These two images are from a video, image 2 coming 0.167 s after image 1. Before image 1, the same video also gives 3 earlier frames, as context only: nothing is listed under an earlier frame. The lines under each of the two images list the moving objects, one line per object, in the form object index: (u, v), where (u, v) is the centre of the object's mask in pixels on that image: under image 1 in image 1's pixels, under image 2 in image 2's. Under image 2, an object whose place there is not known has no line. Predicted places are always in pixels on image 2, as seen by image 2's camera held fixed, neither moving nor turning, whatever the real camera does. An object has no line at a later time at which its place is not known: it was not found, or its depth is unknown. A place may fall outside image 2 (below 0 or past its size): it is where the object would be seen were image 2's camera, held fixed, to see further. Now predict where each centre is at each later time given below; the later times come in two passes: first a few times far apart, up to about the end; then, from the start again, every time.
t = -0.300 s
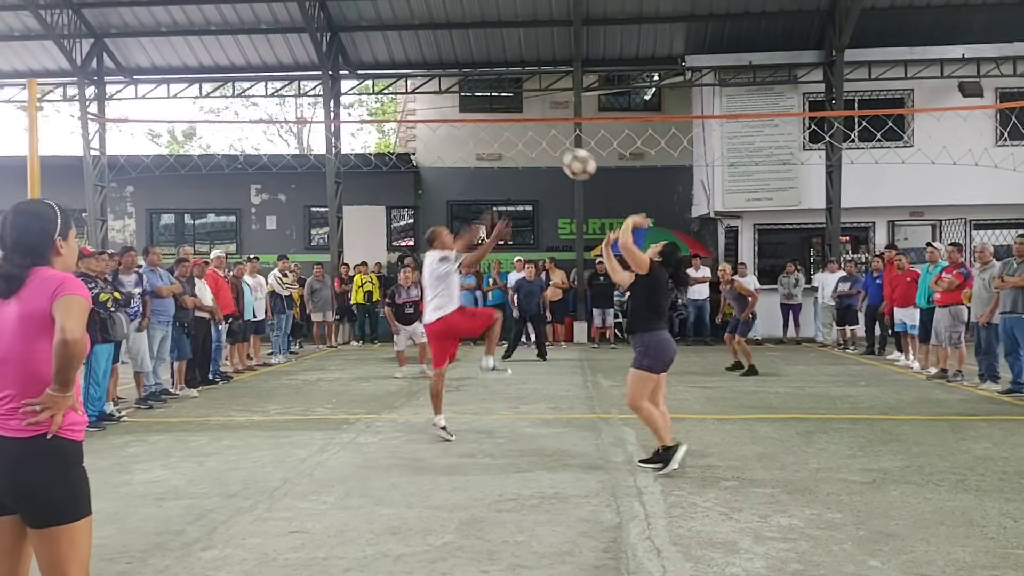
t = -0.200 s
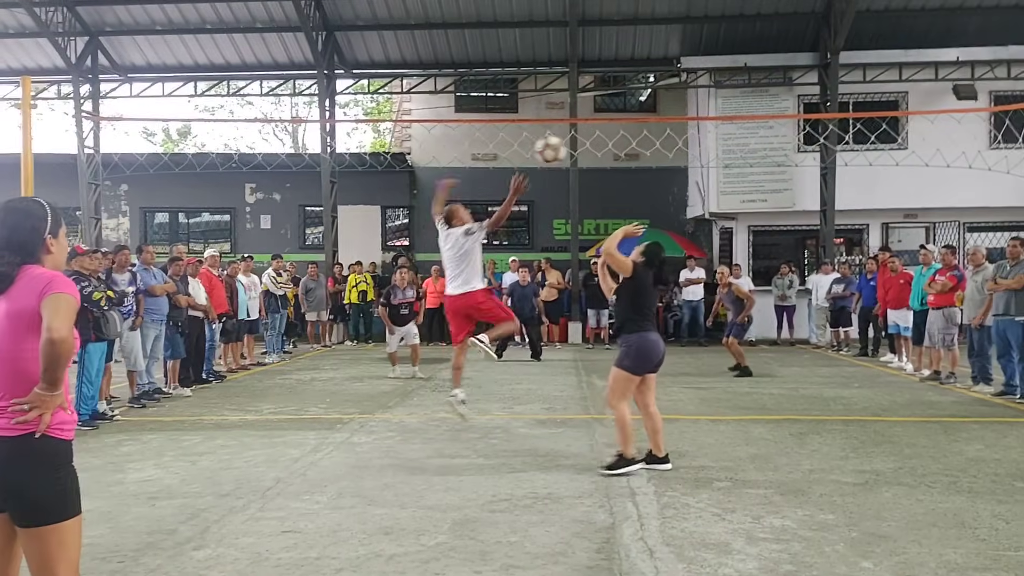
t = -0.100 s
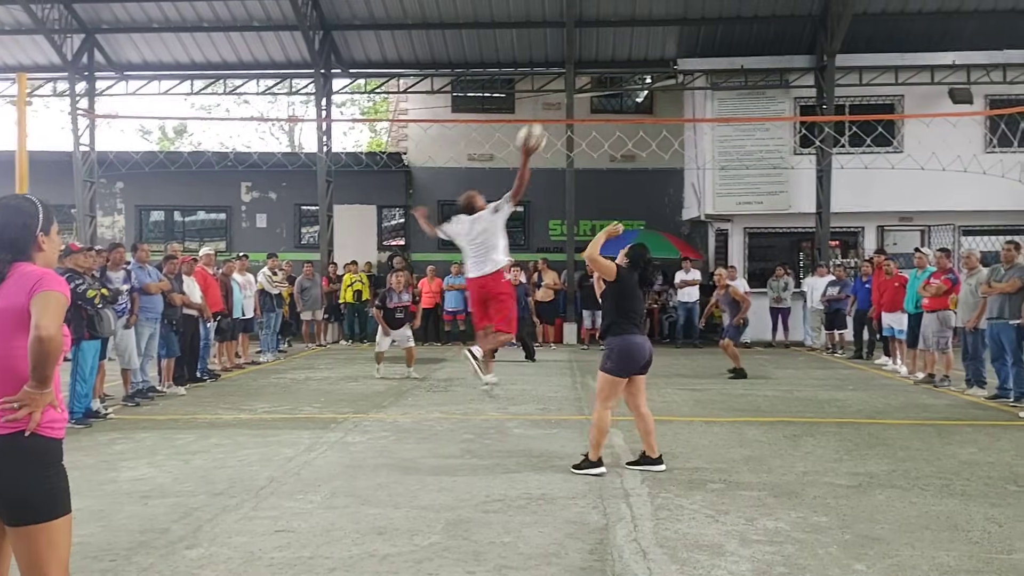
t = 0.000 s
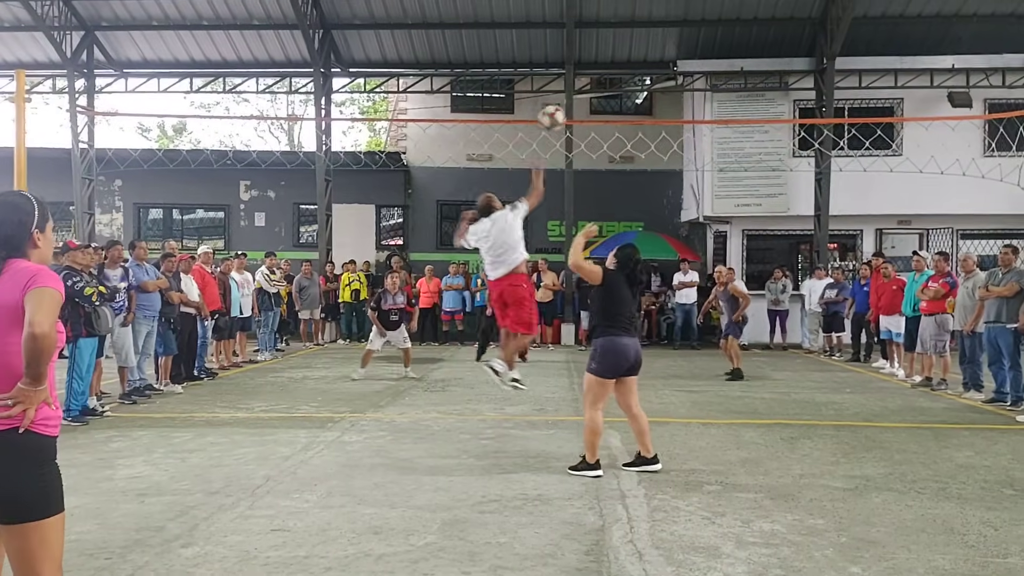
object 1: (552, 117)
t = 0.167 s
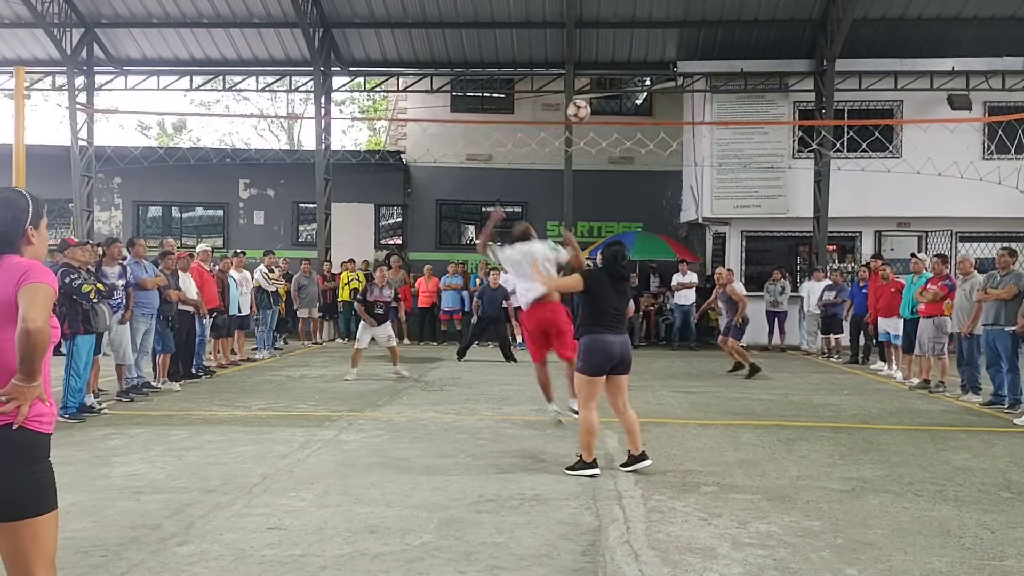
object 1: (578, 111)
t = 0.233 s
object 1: (586, 112)
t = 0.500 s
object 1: (610, 157)
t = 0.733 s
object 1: (625, 226)
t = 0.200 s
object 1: (582, 110)
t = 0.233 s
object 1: (586, 112)
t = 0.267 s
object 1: (590, 114)
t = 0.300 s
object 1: (593, 120)
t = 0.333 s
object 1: (596, 123)
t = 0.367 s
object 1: (600, 130)
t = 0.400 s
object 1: (602, 135)
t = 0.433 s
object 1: (605, 141)
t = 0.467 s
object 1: (608, 150)
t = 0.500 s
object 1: (610, 157)
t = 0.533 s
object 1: (612, 166)
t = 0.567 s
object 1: (614, 175)
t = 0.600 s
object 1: (617, 184)
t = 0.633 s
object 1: (619, 194)
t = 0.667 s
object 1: (621, 205)
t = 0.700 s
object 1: (623, 215)
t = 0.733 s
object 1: (625, 226)
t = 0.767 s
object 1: (627, 236)
